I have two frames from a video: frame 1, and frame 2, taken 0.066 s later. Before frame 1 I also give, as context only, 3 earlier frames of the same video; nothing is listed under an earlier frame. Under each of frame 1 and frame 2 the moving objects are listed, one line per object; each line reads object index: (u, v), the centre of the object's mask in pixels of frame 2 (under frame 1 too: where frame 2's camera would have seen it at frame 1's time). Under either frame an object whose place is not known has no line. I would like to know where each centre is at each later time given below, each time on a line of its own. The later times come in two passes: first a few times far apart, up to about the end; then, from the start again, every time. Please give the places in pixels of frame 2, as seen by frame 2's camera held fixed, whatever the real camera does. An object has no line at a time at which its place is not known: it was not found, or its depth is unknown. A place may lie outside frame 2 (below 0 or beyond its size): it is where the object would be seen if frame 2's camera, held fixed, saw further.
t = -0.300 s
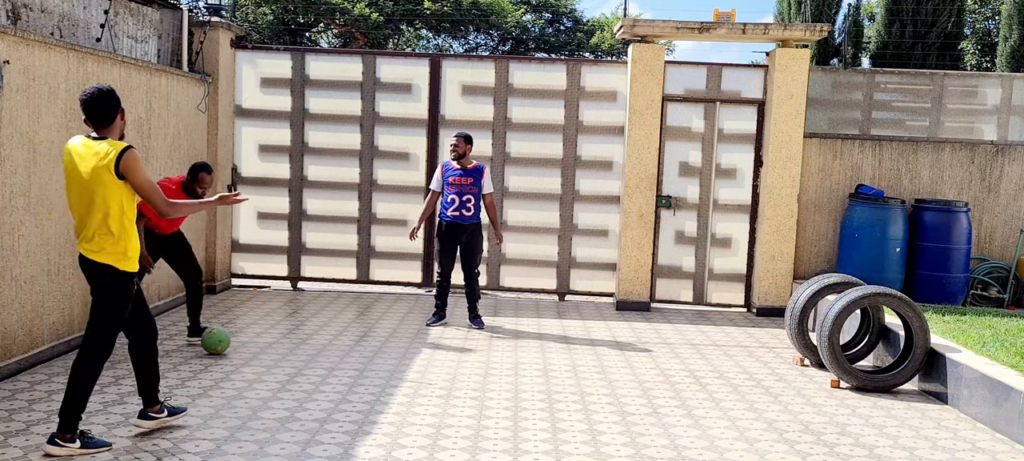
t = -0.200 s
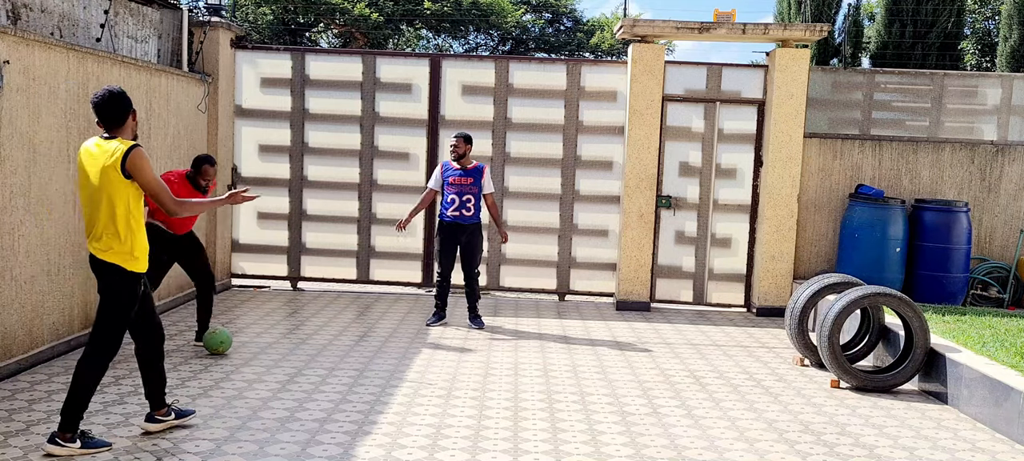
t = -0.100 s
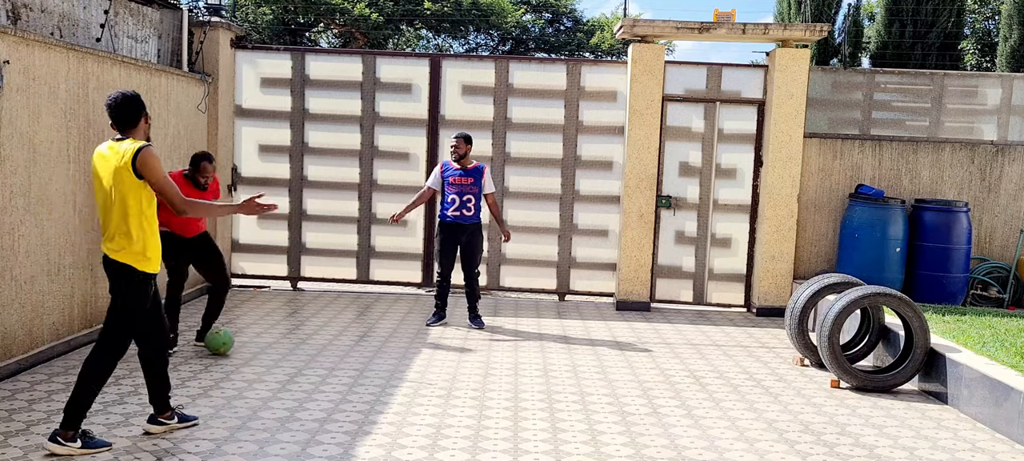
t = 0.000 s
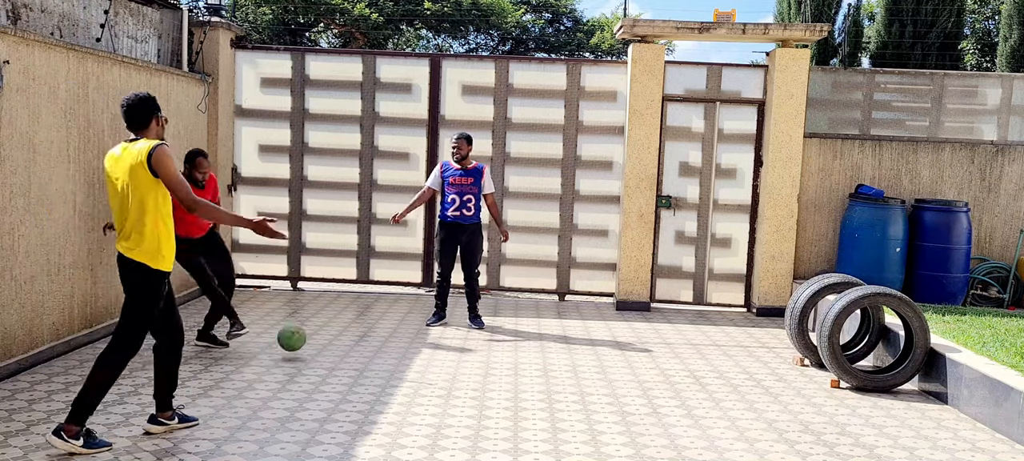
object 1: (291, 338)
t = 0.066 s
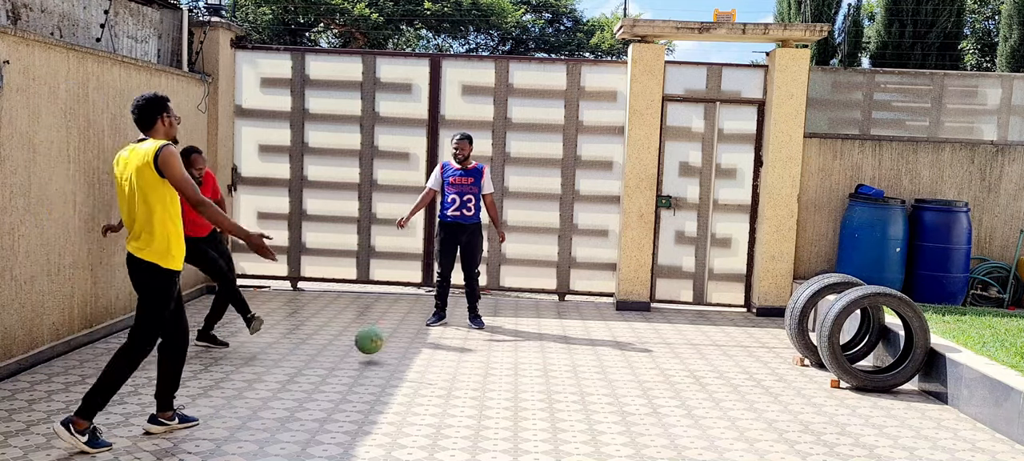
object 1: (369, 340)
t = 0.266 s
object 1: (577, 351)
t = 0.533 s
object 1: (798, 367)
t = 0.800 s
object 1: (755, 356)
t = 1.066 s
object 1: (708, 346)
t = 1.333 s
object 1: (663, 337)
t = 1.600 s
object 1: (623, 329)
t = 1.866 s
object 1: (586, 323)
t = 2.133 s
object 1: (553, 315)
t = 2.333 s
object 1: (530, 311)
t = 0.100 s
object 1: (407, 343)
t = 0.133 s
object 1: (446, 349)
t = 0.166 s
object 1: (482, 352)
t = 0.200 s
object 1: (513, 349)
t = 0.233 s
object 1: (546, 349)
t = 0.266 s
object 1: (577, 351)
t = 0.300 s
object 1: (609, 354)
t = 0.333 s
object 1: (640, 358)
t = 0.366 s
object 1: (671, 361)
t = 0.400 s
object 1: (696, 360)
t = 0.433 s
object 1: (722, 360)
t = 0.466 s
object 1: (747, 361)
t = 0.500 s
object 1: (773, 365)
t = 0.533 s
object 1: (798, 367)
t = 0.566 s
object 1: (810, 364)
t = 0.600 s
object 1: (798, 366)
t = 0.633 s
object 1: (791, 361)
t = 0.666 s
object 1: (783, 358)
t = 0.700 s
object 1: (776, 355)
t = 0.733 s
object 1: (769, 356)
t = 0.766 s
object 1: (762, 356)
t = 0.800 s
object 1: (755, 356)
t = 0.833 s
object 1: (748, 352)
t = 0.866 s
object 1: (742, 350)
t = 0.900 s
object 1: (736, 349)
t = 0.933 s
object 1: (730, 350)
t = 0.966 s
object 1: (725, 350)
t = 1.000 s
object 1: (718, 347)
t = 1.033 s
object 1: (714, 346)
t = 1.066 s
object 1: (708, 346)
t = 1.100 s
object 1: (702, 345)
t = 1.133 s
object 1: (696, 344)
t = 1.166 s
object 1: (691, 343)
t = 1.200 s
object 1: (685, 342)
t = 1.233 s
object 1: (679, 340)
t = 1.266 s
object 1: (674, 340)
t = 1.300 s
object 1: (668, 339)
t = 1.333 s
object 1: (663, 337)
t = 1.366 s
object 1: (658, 337)
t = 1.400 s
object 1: (653, 335)
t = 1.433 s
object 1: (648, 335)
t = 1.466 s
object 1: (643, 333)
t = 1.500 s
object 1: (638, 332)
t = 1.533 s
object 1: (633, 331)
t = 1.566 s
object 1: (628, 330)
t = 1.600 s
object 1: (623, 329)
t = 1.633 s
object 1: (618, 329)
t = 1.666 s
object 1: (614, 328)
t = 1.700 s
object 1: (609, 327)
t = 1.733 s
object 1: (604, 326)
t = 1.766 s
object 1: (599, 324)
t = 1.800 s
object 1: (595, 324)
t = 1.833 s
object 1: (591, 323)
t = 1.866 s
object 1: (586, 323)
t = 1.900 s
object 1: (582, 322)
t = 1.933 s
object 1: (578, 321)
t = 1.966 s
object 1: (574, 320)
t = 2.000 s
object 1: (569, 319)
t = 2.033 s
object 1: (565, 318)
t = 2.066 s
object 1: (561, 317)
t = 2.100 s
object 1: (557, 316)
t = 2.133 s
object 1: (553, 315)
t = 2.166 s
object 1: (549, 314)
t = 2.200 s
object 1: (545, 313)
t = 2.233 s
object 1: (541, 313)
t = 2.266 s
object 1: (538, 313)
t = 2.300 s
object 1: (534, 312)
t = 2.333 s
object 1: (530, 311)
